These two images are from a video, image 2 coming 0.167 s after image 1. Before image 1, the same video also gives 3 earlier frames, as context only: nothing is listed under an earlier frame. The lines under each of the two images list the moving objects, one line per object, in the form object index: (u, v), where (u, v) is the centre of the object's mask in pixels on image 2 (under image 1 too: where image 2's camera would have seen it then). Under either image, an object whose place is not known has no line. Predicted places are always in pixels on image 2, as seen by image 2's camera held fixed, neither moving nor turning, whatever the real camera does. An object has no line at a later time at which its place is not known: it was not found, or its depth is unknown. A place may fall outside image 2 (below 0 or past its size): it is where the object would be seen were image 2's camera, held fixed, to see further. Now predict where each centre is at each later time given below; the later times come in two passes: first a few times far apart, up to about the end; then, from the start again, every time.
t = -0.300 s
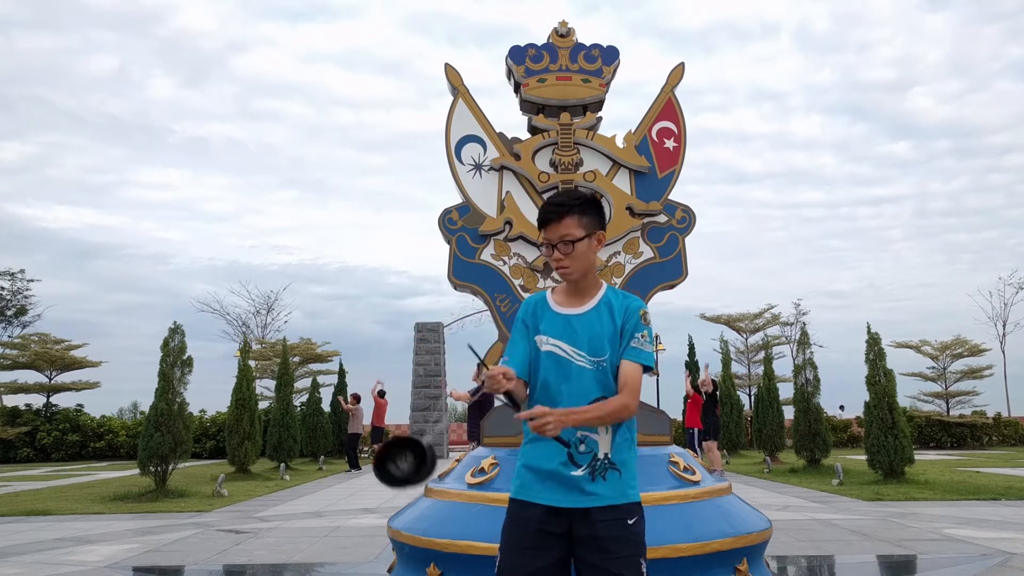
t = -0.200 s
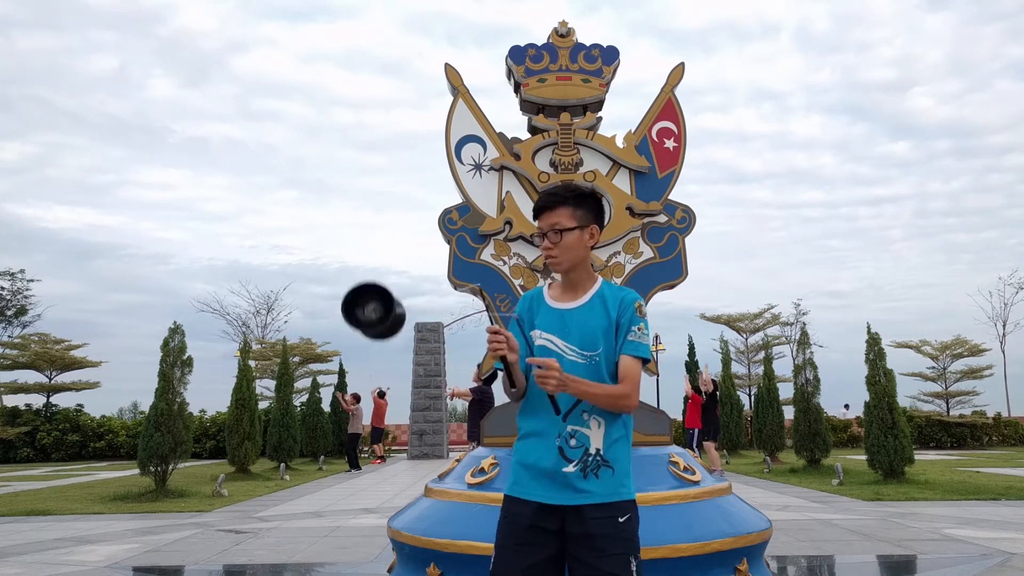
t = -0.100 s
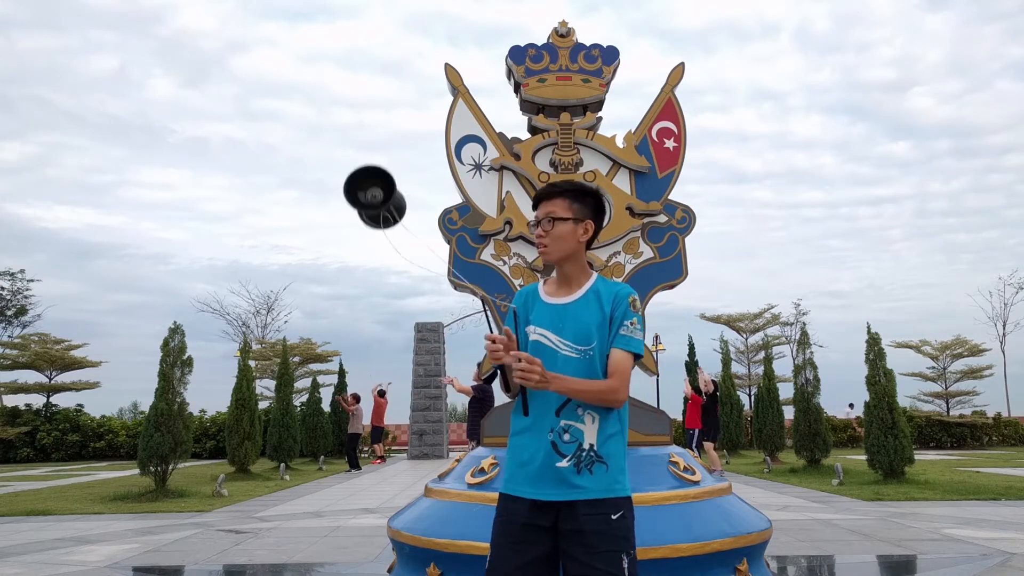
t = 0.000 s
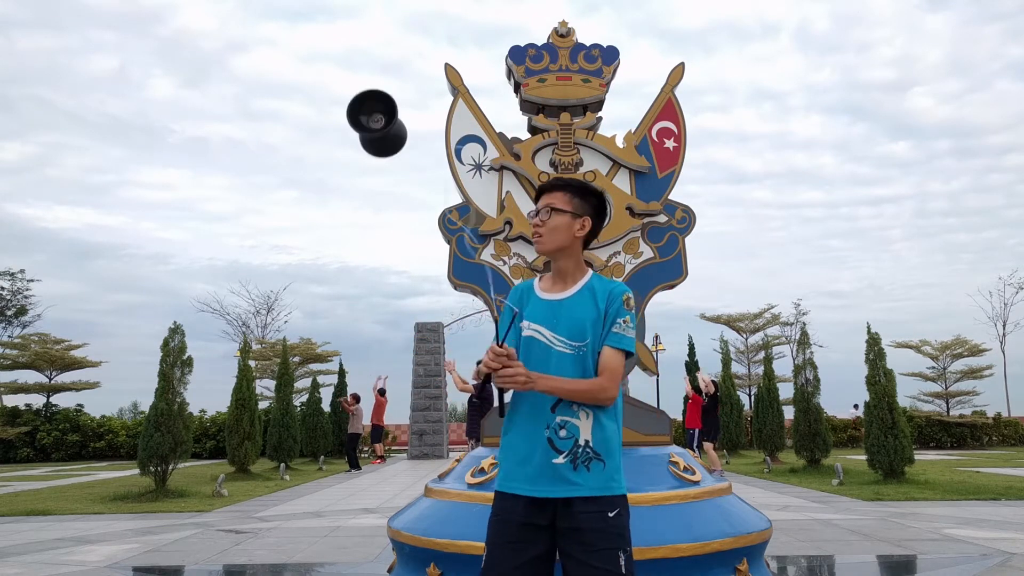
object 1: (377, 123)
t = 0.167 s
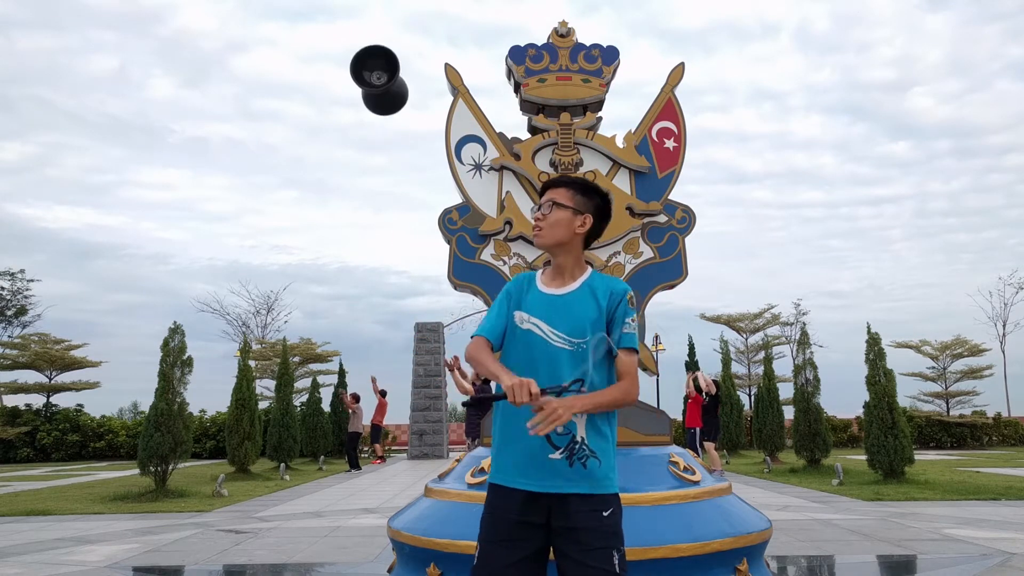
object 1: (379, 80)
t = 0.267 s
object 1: (380, 100)
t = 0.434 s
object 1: (380, 213)
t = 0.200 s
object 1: (380, 83)
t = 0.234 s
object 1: (380, 89)
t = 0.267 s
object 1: (380, 100)
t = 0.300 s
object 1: (380, 115)
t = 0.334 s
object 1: (380, 133)
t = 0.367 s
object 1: (380, 156)
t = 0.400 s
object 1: (380, 182)
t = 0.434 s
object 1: (380, 213)
